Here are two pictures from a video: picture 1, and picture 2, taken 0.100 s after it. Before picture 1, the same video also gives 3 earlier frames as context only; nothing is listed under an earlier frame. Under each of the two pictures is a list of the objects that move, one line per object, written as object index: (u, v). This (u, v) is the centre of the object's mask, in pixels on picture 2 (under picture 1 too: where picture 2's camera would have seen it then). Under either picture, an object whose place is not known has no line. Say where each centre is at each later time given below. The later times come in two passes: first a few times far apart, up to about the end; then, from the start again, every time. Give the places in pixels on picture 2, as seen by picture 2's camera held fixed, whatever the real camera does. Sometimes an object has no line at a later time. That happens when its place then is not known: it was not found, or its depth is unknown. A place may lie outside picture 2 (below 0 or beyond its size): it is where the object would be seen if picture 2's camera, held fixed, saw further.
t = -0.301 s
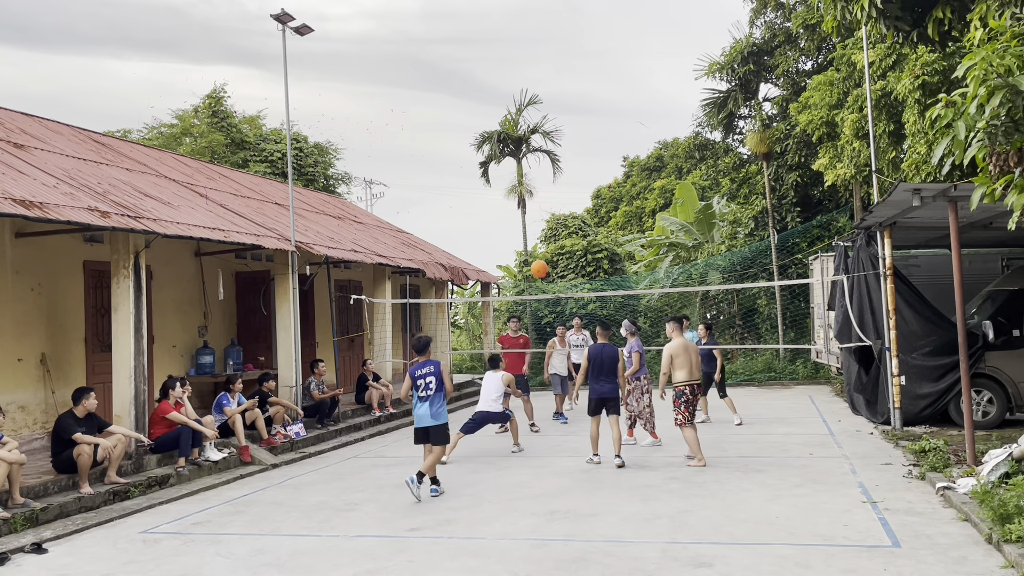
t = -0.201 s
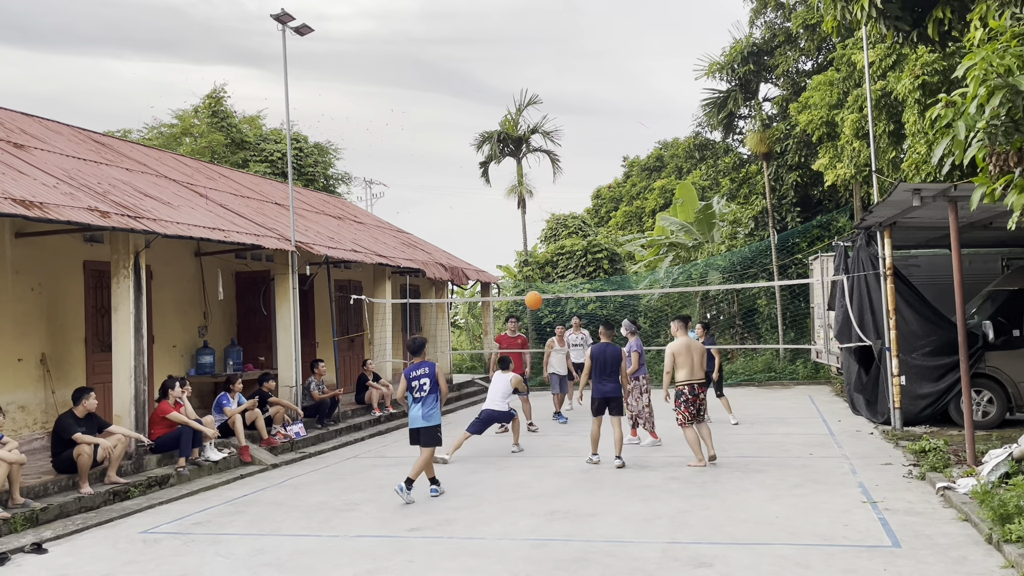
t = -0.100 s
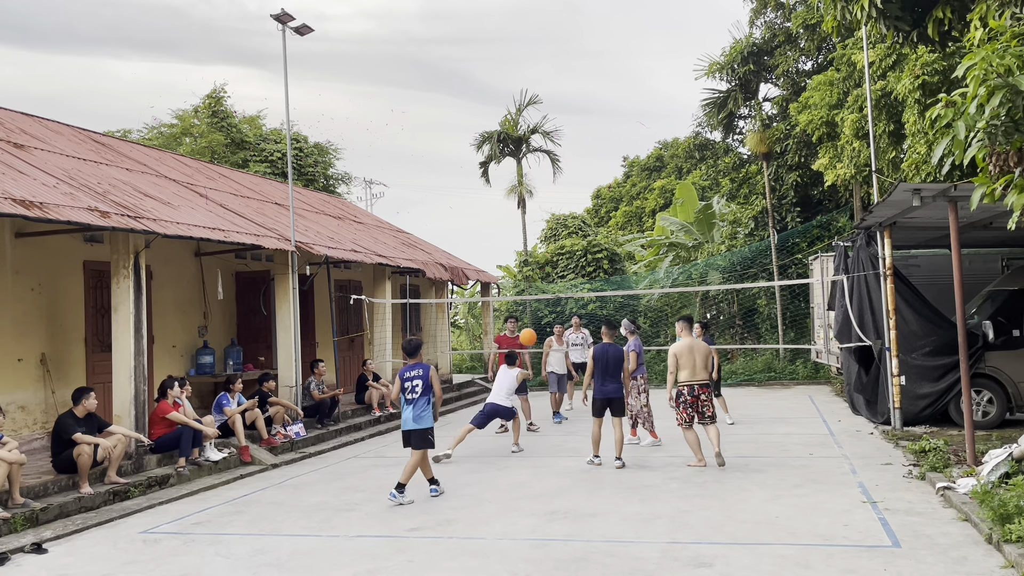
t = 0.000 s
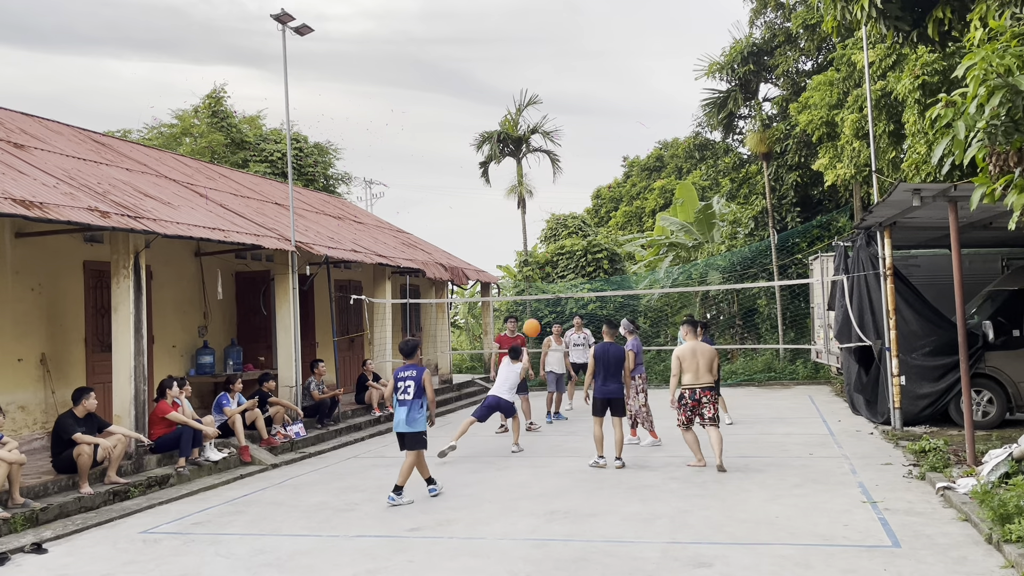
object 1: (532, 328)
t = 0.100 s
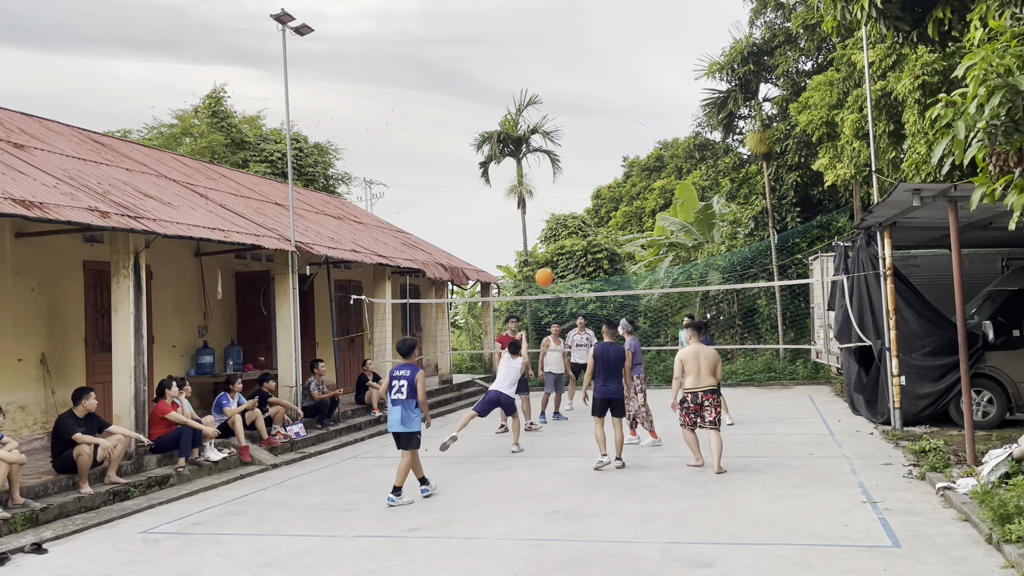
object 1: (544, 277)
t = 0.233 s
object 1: (562, 220)
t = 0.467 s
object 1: (594, 152)
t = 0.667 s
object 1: (624, 124)
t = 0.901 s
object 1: (662, 134)
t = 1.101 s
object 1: (696, 177)
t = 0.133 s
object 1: (548, 262)
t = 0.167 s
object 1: (553, 247)
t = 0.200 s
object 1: (557, 233)
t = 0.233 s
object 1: (562, 220)
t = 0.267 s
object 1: (566, 208)
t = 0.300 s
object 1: (571, 196)
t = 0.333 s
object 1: (576, 186)
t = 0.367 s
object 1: (580, 176)
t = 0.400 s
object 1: (585, 167)
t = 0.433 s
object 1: (590, 159)
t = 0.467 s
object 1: (594, 152)
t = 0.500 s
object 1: (599, 145)
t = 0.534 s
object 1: (604, 139)
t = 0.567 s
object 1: (609, 134)
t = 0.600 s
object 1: (614, 130)
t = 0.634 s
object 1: (619, 127)
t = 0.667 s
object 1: (624, 124)
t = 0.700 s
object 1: (629, 123)
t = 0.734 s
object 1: (634, 122)
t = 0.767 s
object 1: (640, 123)
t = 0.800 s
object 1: (645, 124)
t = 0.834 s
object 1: (651, 126)
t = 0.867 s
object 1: (656, 129)
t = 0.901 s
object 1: (662, 134)
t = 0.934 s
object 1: (667, 139)
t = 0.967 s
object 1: (673, 145)
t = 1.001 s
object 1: (678, 151)
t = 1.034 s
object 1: (684, 159)
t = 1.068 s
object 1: (690, 168)
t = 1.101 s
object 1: (696, 177)
